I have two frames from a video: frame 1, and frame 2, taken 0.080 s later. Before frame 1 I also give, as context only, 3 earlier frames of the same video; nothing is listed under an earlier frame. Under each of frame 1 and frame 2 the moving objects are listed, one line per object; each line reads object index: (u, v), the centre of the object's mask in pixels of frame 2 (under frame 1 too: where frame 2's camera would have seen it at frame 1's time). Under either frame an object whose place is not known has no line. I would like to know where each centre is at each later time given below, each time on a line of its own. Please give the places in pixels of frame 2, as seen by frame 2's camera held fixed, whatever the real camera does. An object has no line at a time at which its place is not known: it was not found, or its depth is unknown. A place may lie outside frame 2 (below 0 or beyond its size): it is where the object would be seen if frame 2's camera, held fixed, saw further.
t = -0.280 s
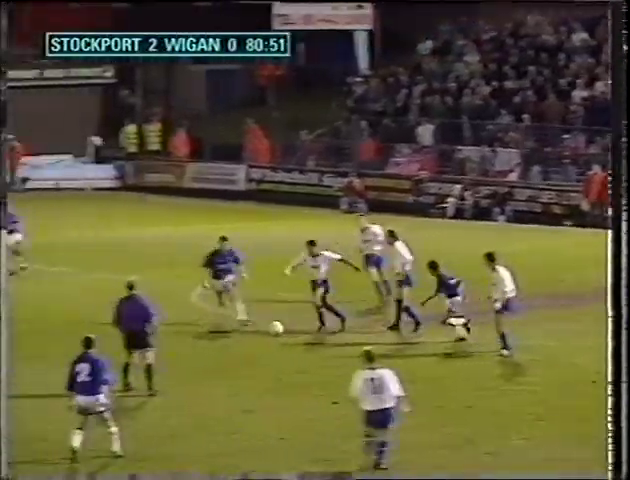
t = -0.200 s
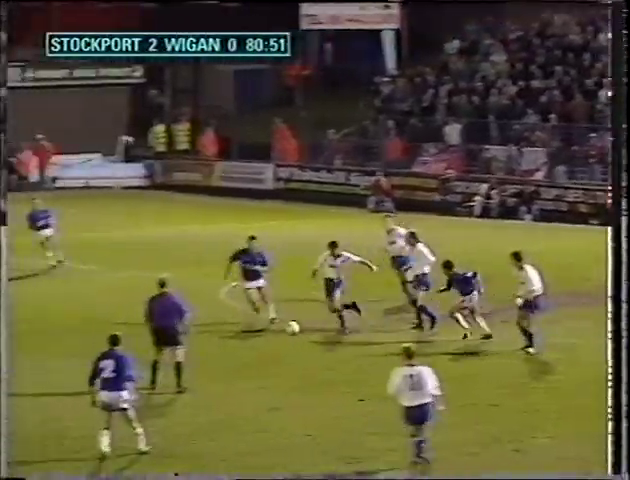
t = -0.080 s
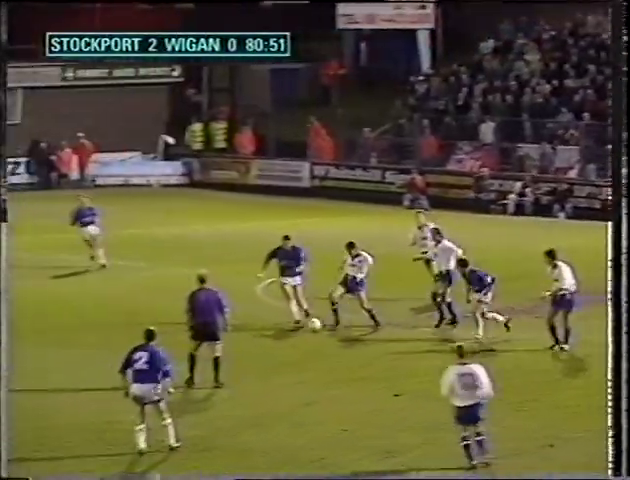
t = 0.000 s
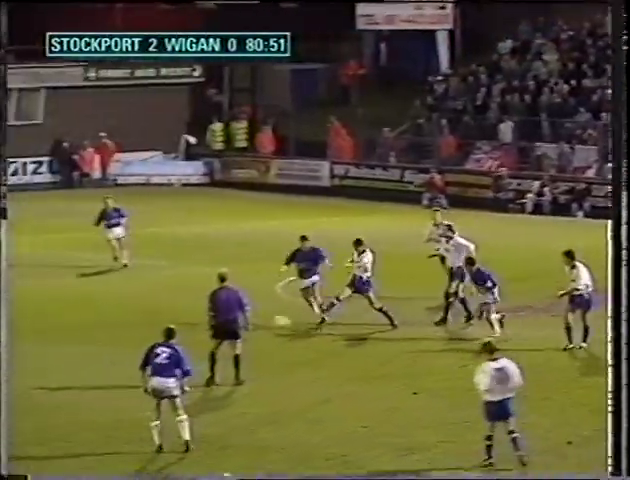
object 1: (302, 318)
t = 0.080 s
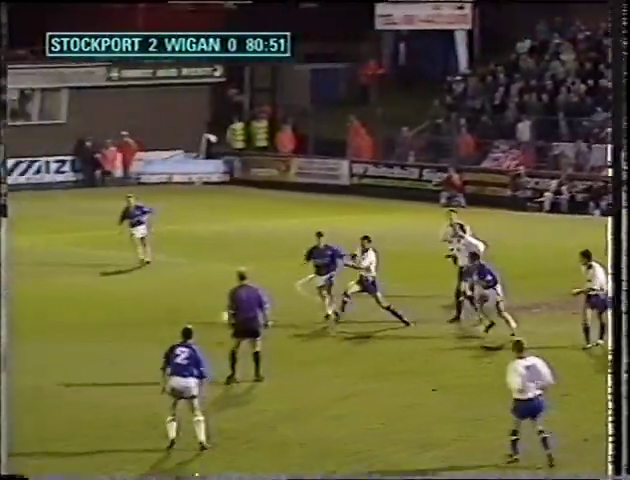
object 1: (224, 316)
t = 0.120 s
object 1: (193, 319)
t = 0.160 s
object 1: (155, 321)
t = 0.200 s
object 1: (118, 323)
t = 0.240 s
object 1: (79, 327)
